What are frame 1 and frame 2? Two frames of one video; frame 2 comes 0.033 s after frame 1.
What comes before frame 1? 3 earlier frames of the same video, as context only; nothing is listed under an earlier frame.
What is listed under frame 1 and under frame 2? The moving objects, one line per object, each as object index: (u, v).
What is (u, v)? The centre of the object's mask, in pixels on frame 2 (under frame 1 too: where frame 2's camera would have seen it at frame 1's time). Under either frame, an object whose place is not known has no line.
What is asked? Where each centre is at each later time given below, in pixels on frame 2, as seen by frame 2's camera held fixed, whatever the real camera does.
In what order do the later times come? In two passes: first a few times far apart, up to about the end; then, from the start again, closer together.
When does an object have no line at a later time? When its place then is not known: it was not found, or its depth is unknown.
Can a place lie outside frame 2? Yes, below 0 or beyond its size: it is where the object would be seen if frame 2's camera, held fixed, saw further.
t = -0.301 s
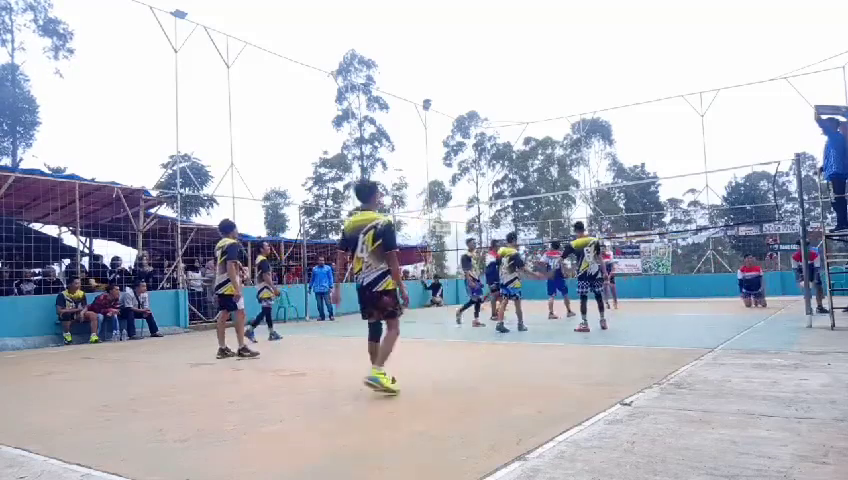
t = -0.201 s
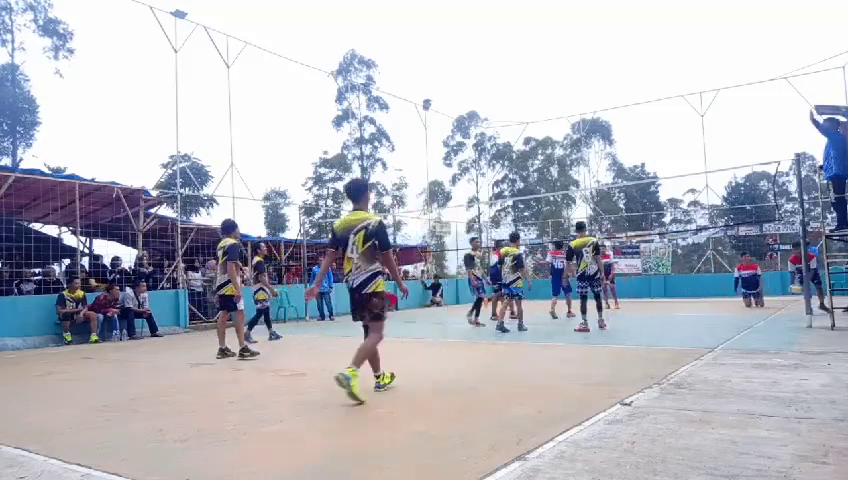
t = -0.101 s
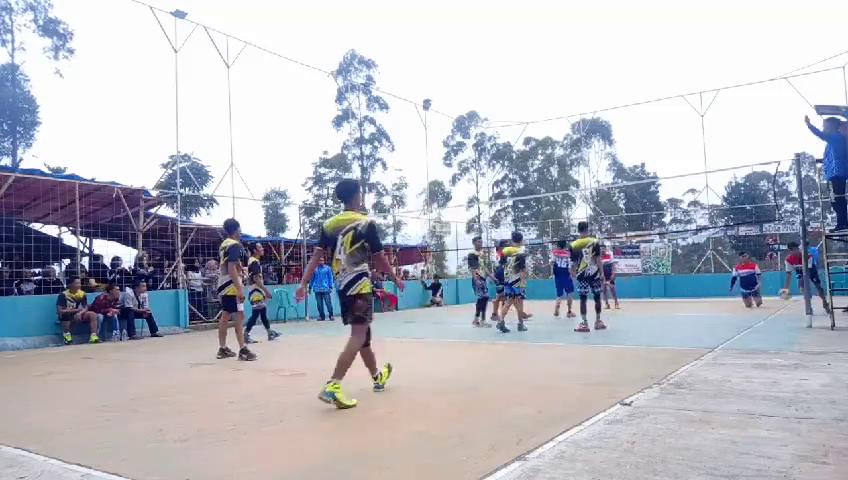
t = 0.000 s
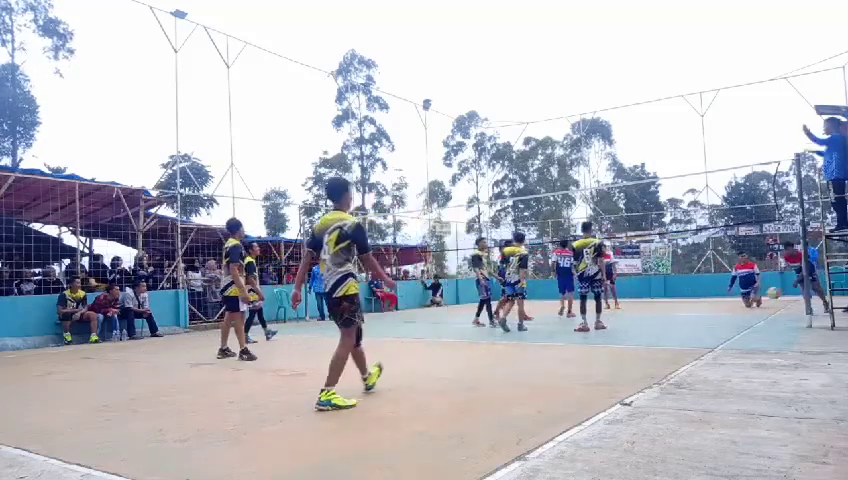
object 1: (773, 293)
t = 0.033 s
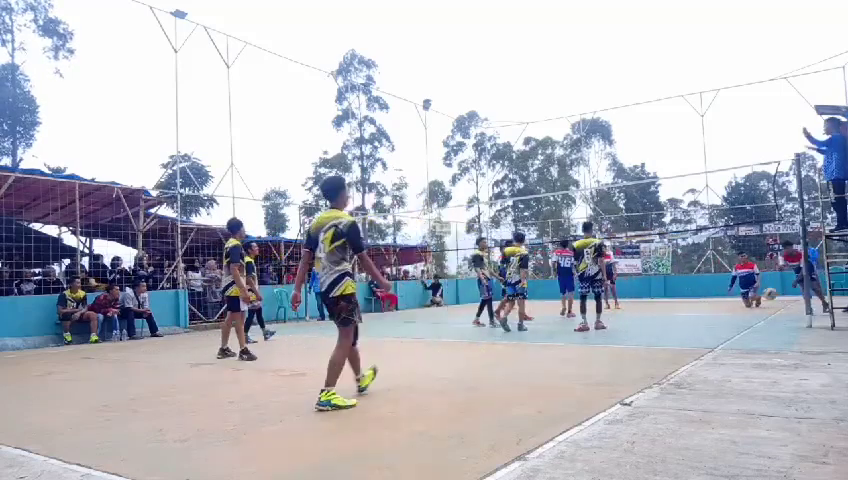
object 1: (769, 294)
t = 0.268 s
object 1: (739, 320)
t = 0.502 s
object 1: (713, 293)
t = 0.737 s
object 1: (686, 306)
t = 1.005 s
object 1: (649, 320)
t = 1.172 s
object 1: (614, 317)
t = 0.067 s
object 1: (766, 295)
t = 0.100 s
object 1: (761, 298)
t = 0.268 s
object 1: (739, 320)
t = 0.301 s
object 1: (735, 315)
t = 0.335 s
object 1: (731, 310)
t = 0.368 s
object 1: (729, 306)
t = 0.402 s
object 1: (725, 300)
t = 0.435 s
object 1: (721, 297)
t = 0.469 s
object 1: (716, 294)
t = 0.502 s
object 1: (713, 293)
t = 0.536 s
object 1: (710, 292)
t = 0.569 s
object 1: (706, 292)
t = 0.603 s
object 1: (701, 293)
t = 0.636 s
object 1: (697, 294)
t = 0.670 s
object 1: (694, 297)
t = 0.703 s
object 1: (689, 301)
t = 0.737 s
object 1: (686, 306)
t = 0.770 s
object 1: (682, 311)
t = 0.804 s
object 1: (679, 319)
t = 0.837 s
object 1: (674, 325)
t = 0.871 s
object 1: (670, 336)
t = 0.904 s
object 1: (666, 334)
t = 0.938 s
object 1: (660, 329)
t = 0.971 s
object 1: (654, 324)
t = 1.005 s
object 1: (649, 320)
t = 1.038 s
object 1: (643, 317)
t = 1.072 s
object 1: (637, 315)
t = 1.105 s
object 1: (626, 314)
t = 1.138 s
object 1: (619, 316)
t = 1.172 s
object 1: (614, 317)
